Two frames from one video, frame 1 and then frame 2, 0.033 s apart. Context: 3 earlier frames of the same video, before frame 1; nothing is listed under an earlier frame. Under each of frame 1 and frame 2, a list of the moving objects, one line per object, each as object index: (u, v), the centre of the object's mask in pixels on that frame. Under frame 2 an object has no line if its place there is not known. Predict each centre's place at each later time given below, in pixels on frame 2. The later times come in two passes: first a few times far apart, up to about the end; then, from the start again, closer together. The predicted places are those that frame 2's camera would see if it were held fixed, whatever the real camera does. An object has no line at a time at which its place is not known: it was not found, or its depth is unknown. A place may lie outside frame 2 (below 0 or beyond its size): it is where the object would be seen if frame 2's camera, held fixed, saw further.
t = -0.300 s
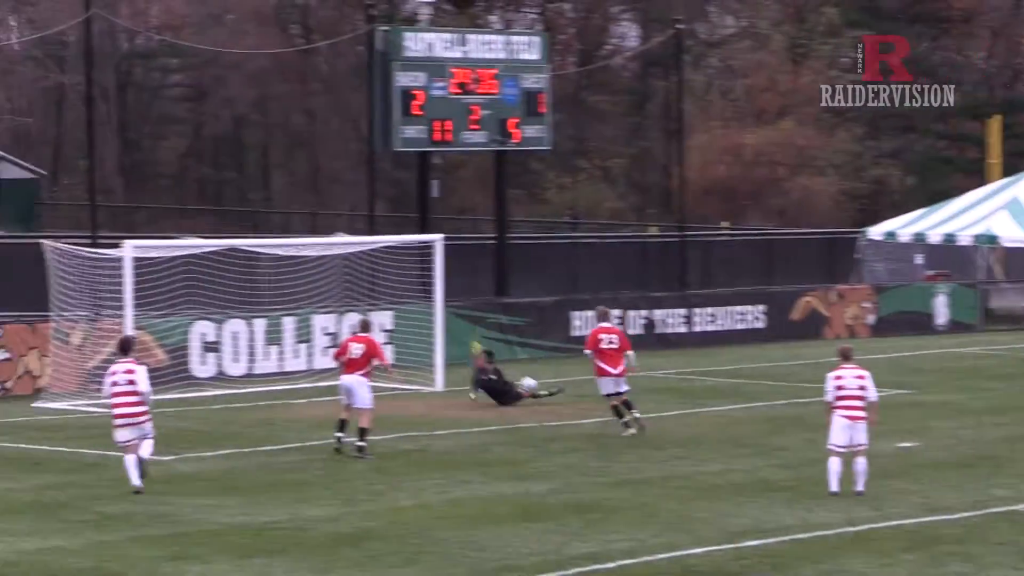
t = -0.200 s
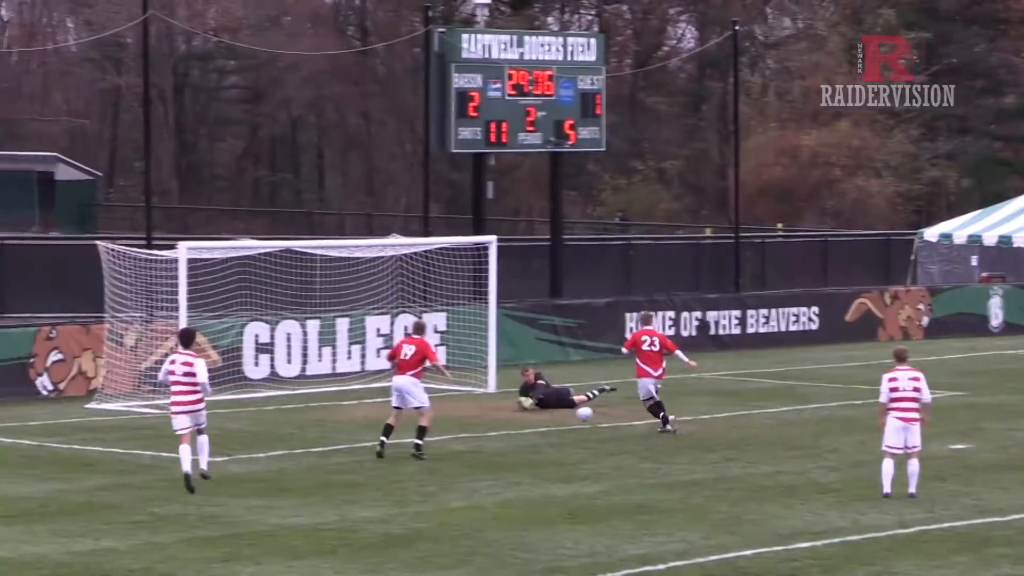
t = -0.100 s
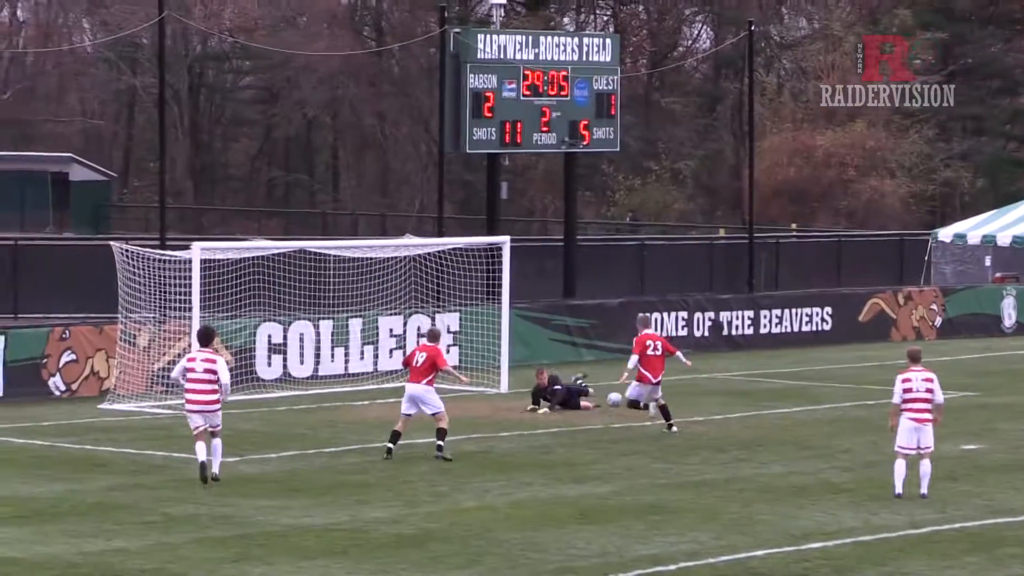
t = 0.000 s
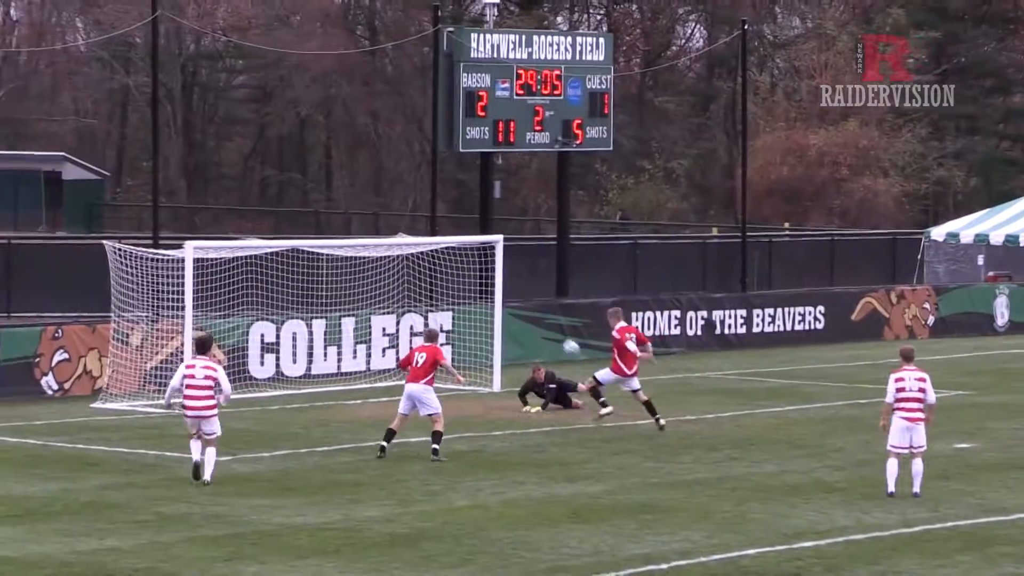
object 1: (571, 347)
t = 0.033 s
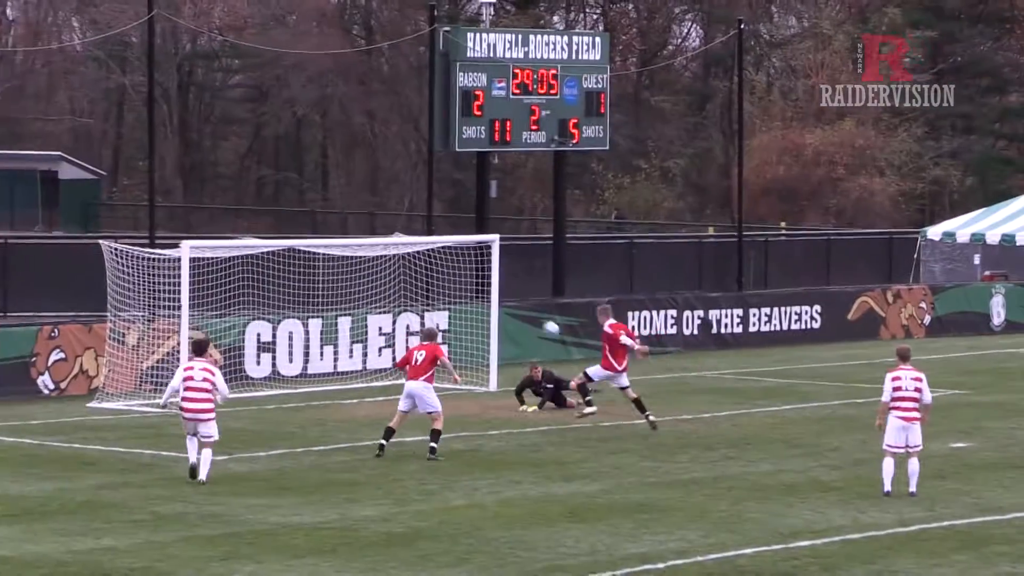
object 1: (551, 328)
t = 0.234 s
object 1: (462, 236)
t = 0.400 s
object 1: (397, 185)
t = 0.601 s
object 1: (326, 146)
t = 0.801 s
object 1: (264, 132)
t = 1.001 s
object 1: (211, 140)
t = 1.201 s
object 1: (213, 168)
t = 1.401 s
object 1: (231, 215)
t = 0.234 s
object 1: (462, 236)
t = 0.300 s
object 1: (434, 215)
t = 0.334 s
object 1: (422, 204)
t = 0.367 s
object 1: (409, 195)
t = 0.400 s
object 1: (397, 185)
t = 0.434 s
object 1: (384, 177)
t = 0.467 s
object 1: (372, 169)
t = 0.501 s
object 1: (360, 162)
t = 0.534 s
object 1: (349, 156)
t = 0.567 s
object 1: (338, 151)
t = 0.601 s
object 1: (326, 146)
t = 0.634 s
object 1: (315, 142)
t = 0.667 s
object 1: (305, 138)
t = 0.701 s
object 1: (294, 135)
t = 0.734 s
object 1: (284, 133)
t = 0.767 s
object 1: (274, 132)
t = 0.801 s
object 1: (264, 132)
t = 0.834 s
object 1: (255, 132)
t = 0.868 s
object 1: (245, 132)
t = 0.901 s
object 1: (236, 133)
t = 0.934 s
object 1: (227, 134)
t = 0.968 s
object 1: (218, 137)
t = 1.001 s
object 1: (211, 140)
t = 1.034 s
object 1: (208, 143)
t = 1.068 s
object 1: (206, 147)
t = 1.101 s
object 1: (207, 152)
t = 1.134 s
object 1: (208, 157)
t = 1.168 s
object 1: (211, 162)
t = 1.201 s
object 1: (213, 168)
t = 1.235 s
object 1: (216, 174)
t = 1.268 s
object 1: (219, 181)
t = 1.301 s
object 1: (222, 188)
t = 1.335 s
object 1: (225, 197)
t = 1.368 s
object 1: (228, 206)
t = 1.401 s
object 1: (231, 215)
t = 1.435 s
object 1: (234, 225)
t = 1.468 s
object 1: (236, 235)
